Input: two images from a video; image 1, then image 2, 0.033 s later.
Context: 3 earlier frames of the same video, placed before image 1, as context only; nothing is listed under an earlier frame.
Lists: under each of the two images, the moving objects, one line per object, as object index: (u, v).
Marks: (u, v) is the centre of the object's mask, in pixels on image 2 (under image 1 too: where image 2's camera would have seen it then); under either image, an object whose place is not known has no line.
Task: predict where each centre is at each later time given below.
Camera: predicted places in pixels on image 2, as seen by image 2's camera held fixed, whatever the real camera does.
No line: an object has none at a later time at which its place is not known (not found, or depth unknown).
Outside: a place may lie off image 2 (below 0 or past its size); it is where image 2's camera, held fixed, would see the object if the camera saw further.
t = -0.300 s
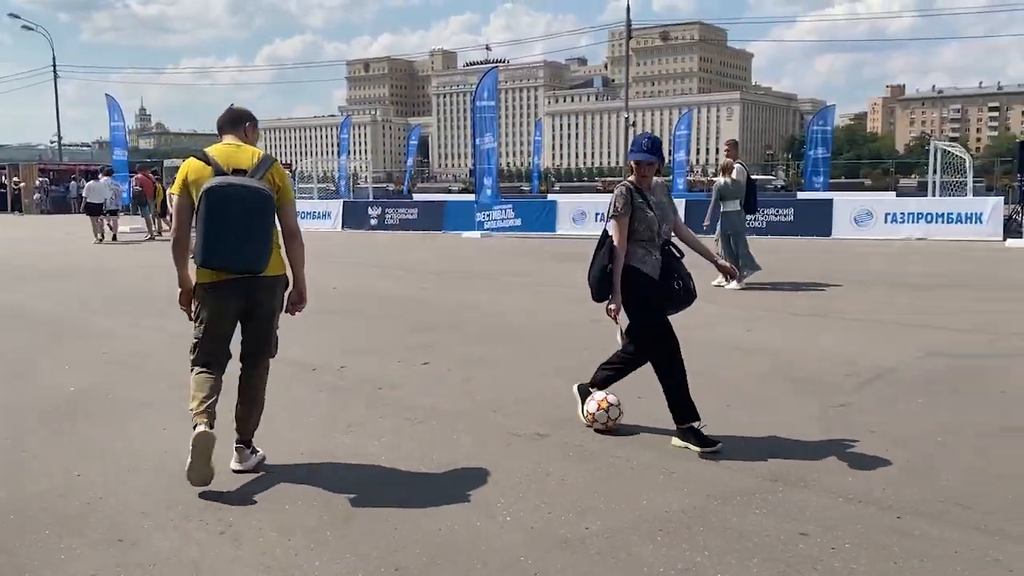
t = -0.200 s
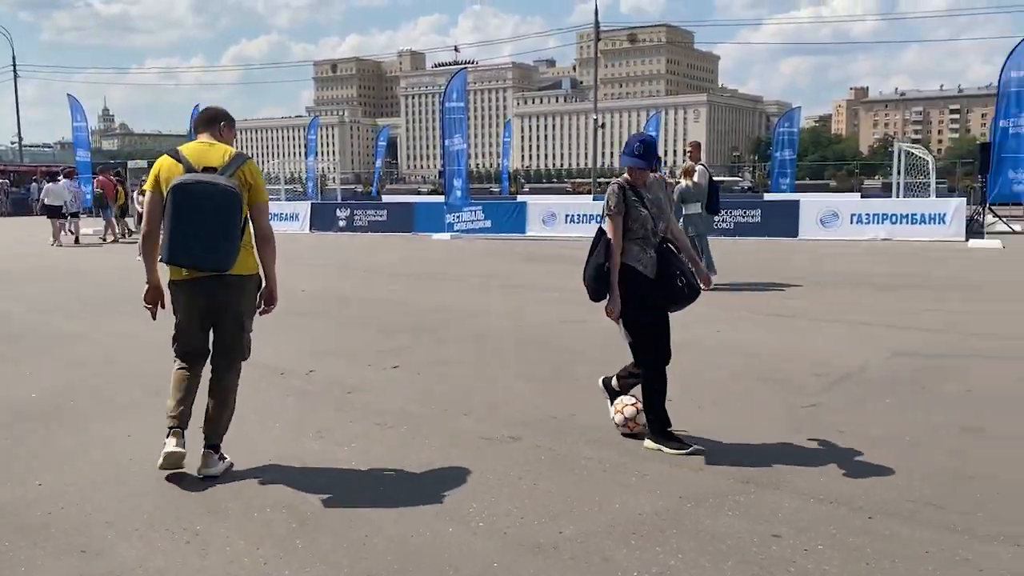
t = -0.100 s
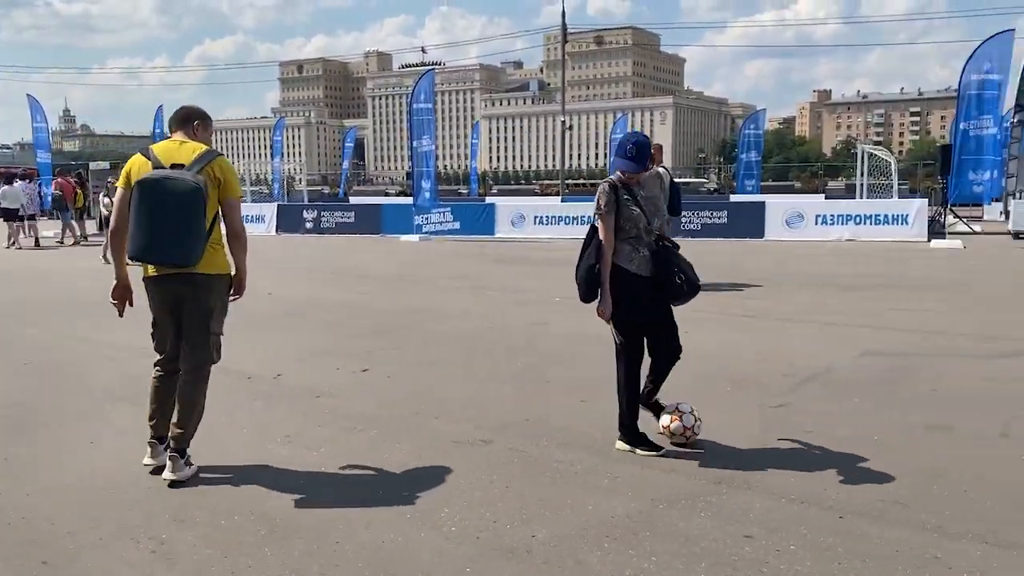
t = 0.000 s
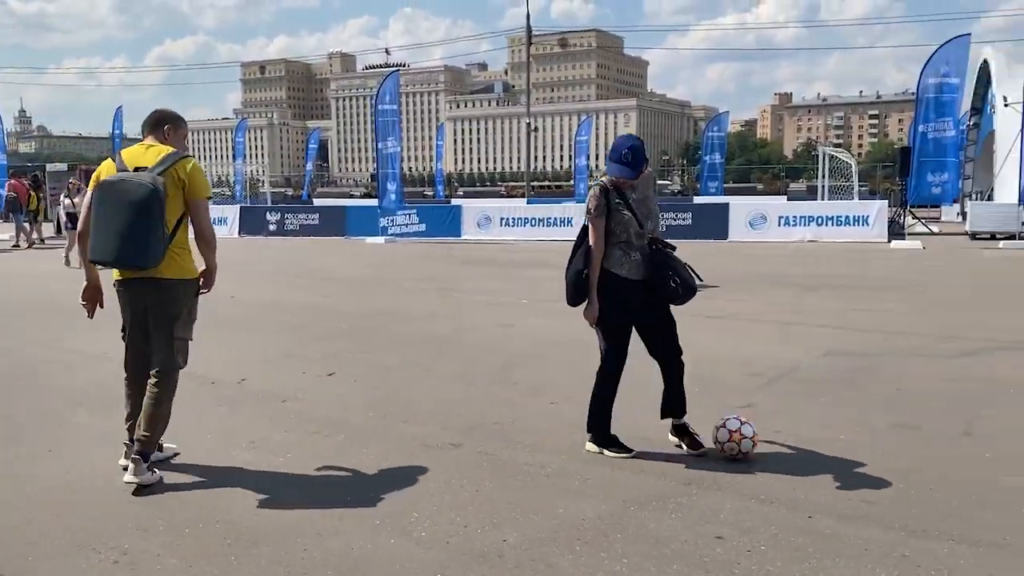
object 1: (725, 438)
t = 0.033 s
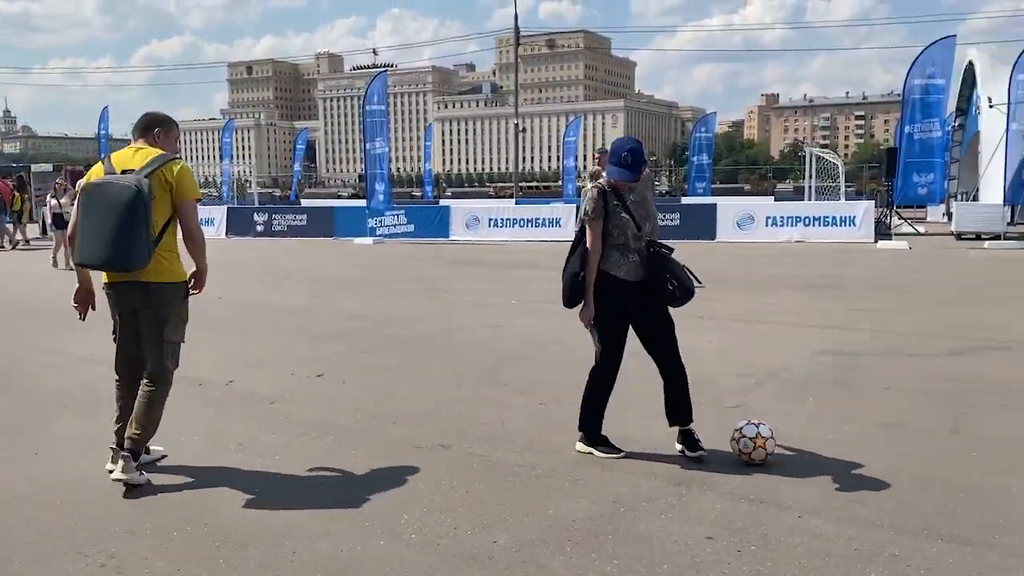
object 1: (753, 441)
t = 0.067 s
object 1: (781, 445)
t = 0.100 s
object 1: (808, 448)
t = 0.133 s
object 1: (836, 452)
